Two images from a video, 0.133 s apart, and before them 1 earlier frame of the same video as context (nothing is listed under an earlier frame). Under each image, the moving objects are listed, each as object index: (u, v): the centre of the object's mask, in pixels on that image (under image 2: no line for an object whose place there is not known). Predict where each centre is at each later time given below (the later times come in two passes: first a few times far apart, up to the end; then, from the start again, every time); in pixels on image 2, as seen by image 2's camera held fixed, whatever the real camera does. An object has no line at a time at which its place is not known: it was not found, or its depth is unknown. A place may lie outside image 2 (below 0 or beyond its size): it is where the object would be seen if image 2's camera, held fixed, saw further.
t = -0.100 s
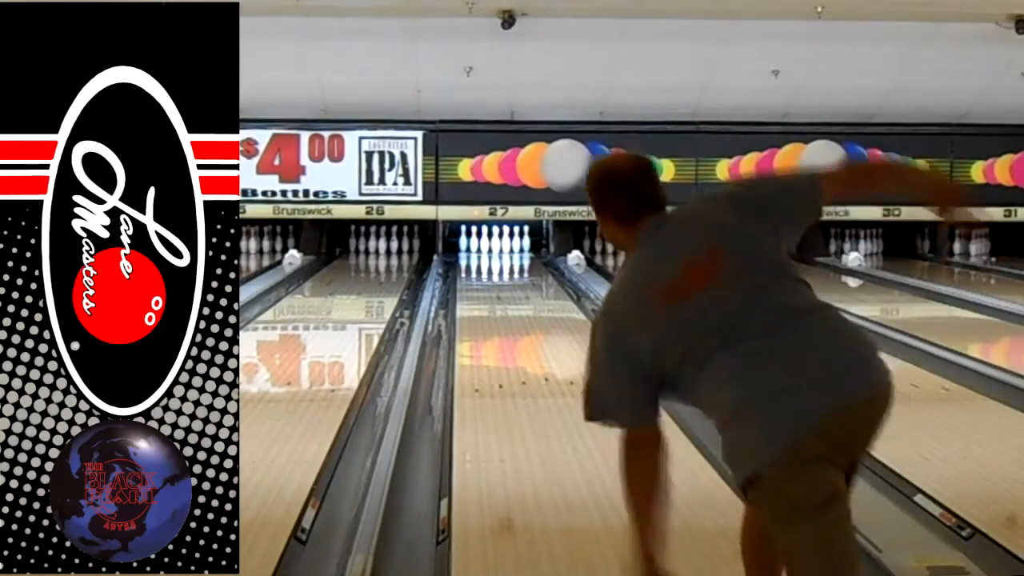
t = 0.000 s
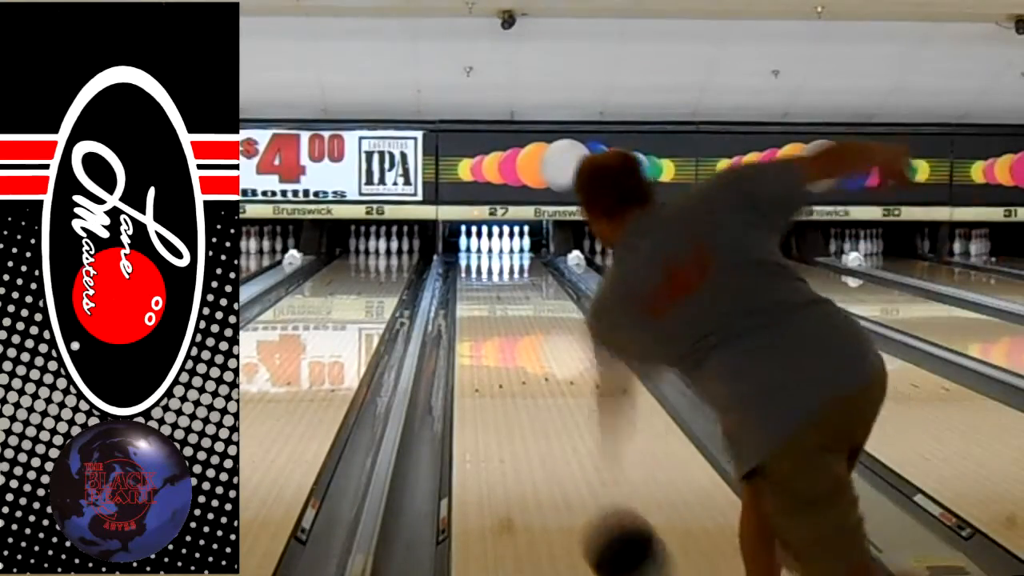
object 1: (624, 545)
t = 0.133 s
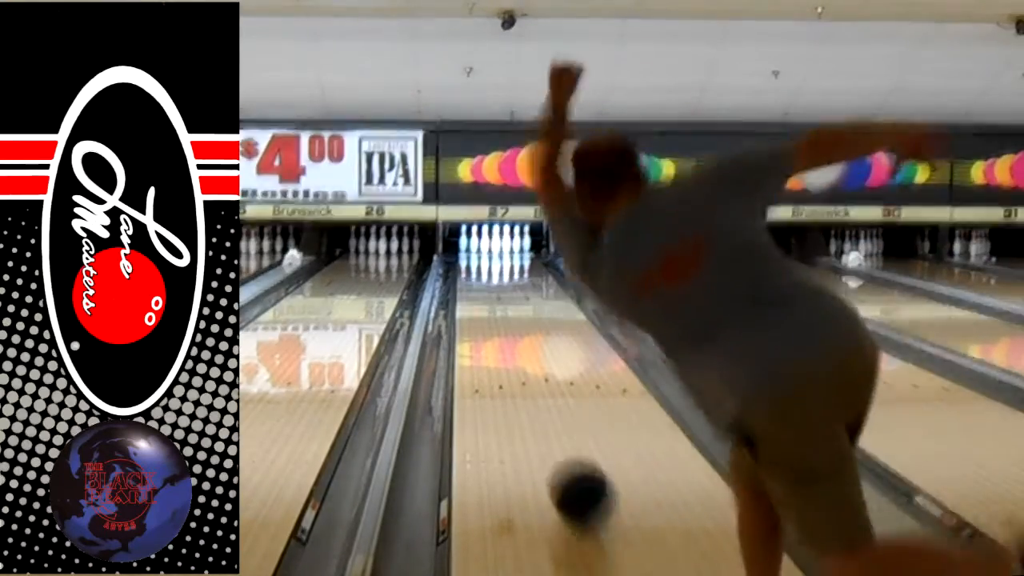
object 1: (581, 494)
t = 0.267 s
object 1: (553, 444)
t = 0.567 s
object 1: (512, 372)
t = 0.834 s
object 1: (491, 333)
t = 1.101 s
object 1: (479, 308)
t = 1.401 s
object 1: (471, 288)
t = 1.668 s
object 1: (469, 275)
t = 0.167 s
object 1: (574, 481)
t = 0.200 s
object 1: (566, 467)
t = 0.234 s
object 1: (560, 455)
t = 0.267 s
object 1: (553, 444)
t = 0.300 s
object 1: (547, 435)
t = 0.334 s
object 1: (541, 424)
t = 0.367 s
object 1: (537, 415)
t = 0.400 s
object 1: (532, 407)
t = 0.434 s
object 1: (527, 399)
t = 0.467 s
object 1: (523, 392)
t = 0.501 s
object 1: (520, 385)
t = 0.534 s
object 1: (516, 379)
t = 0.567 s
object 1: (512, 372)
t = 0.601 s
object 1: (510, 367)
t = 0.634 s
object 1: (507, 361)
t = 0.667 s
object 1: (504, 356)
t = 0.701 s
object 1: (501, 350)
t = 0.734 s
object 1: (499, 348)
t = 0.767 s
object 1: (495, 340)
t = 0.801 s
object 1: (494, 338)
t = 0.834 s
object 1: (491, 333)
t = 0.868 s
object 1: (490, 330)
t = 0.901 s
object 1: (488, 327)
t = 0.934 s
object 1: (486, 323)
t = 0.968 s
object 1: (485, 321)
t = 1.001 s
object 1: (483, 317)
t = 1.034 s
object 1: (482, 315)
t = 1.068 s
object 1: (480, 312)
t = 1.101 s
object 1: (479, 308)
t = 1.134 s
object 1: (477, 305)
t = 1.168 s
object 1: (476, 303)
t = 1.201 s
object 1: (475, 301)
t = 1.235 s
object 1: (474, 298)
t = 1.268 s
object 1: (473, 296)
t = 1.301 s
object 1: (472, 294)
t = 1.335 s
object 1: (472, 292)
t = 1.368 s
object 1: (471, 290)
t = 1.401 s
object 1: (471, 288)
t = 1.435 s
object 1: (470, 287)
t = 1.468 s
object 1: (470, 285)
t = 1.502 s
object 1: (469, 283)
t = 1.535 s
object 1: (469, 281)
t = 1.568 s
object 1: (469, 280)
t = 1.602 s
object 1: (468, 278)
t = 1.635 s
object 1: (469, 276)
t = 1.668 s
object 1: (469, 275)
